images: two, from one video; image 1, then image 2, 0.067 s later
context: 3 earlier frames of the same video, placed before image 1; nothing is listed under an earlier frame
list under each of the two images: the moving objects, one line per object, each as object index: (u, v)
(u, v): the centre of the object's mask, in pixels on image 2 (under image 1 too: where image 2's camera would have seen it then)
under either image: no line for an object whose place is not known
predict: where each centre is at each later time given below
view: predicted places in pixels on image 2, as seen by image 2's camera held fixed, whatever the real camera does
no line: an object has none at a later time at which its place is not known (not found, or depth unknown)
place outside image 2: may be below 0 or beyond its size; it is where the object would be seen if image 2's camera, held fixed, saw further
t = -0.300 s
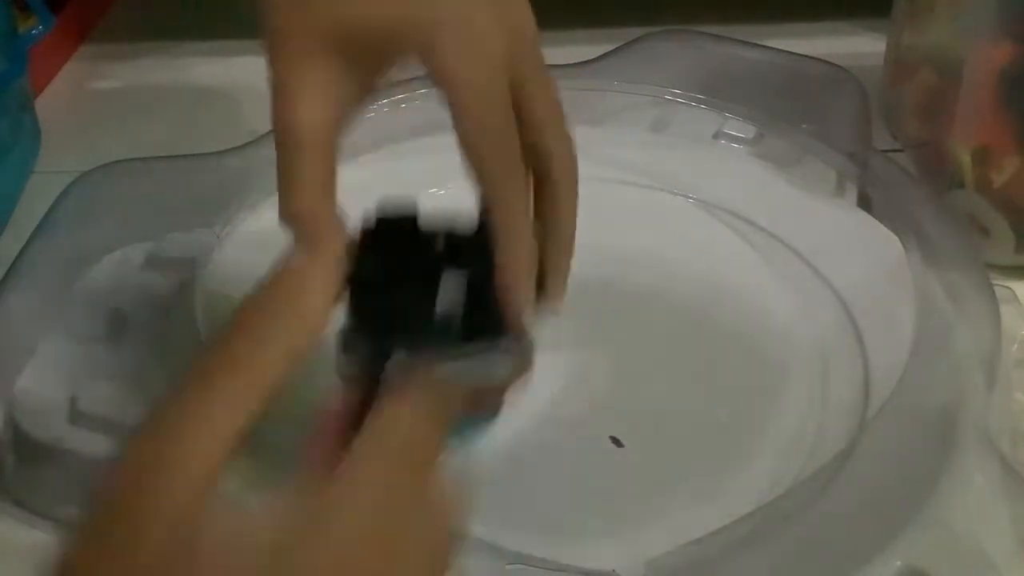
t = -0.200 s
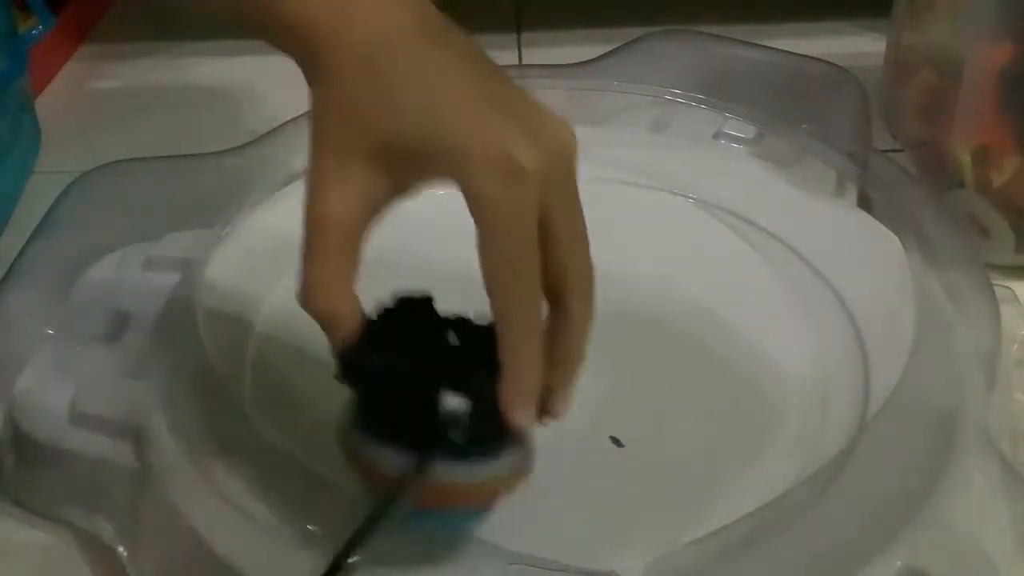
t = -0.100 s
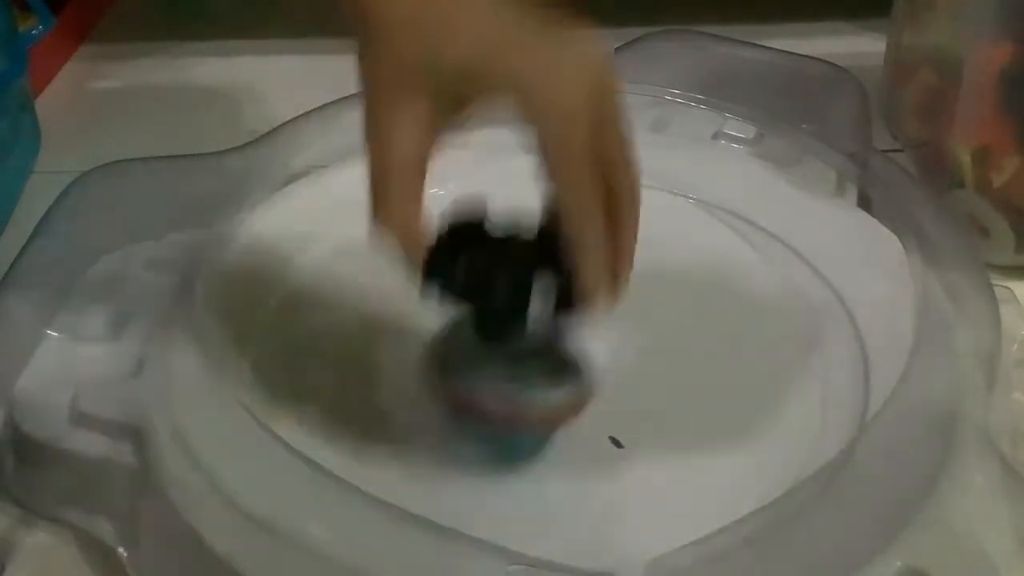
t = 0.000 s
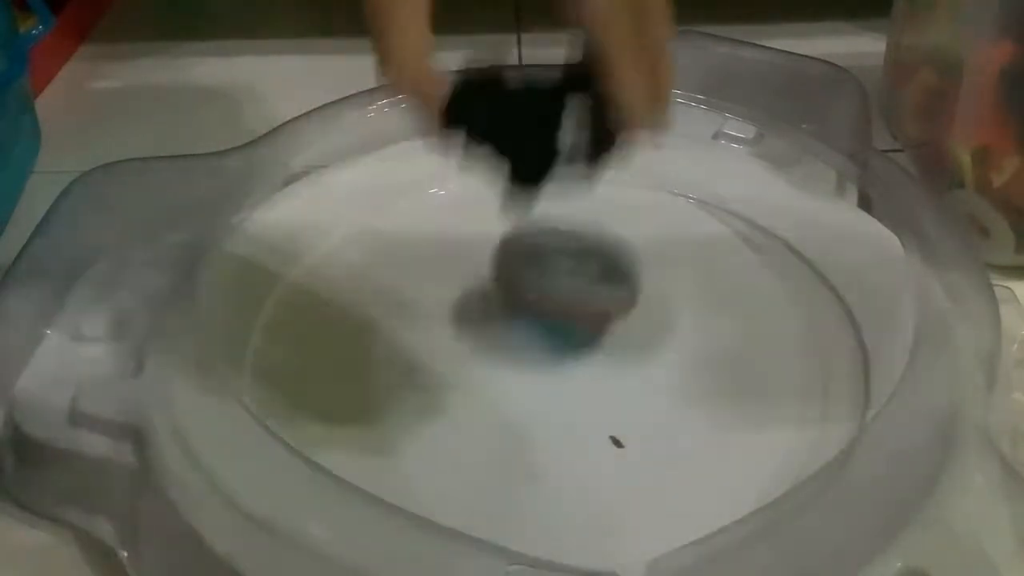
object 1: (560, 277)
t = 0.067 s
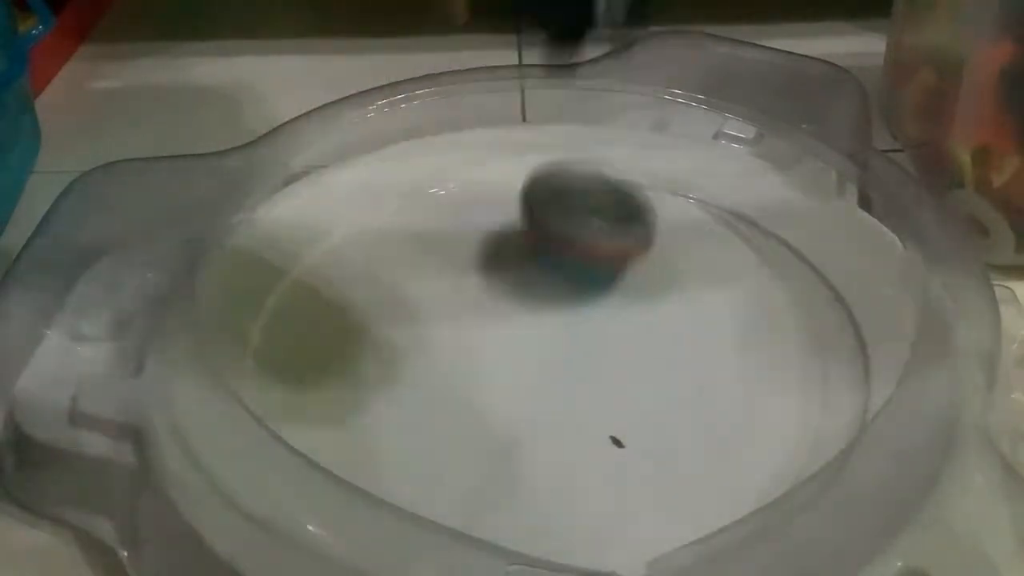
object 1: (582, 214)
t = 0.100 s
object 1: (591, 189)
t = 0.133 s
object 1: (596, 171)
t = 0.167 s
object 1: (584, 153)
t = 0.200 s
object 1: (594, 141)
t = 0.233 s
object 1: (589, 140)
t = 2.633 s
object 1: (427, 262)
